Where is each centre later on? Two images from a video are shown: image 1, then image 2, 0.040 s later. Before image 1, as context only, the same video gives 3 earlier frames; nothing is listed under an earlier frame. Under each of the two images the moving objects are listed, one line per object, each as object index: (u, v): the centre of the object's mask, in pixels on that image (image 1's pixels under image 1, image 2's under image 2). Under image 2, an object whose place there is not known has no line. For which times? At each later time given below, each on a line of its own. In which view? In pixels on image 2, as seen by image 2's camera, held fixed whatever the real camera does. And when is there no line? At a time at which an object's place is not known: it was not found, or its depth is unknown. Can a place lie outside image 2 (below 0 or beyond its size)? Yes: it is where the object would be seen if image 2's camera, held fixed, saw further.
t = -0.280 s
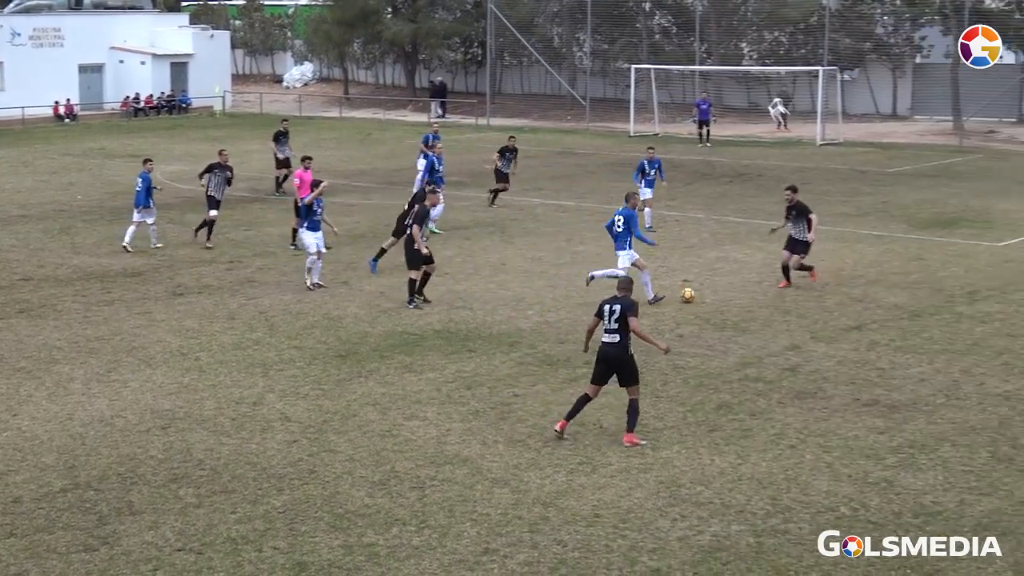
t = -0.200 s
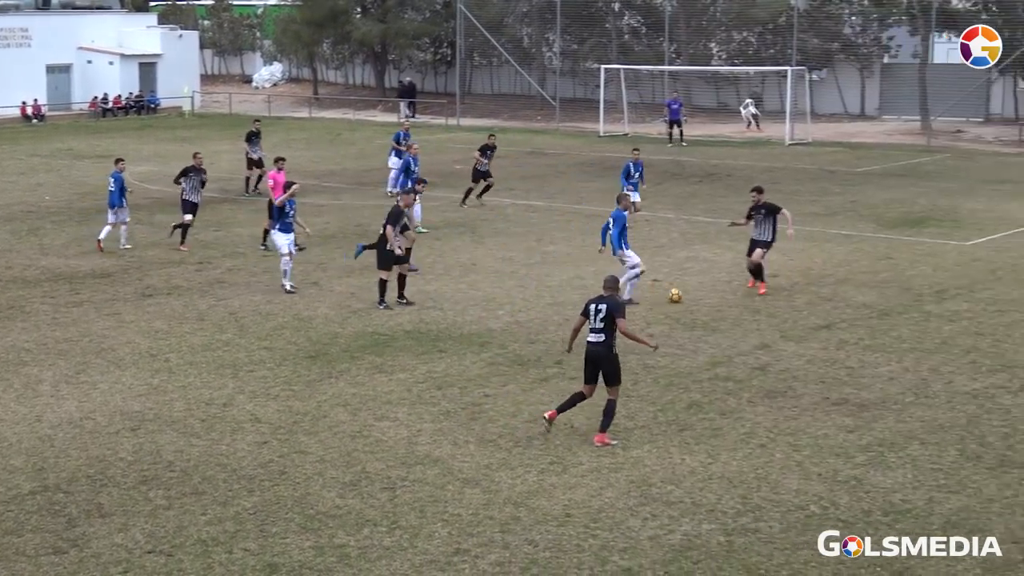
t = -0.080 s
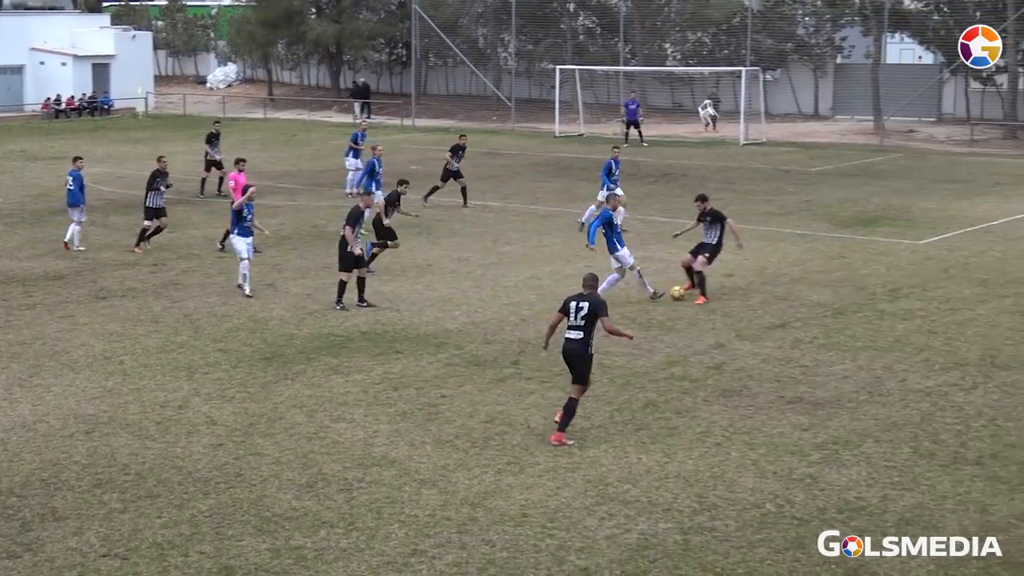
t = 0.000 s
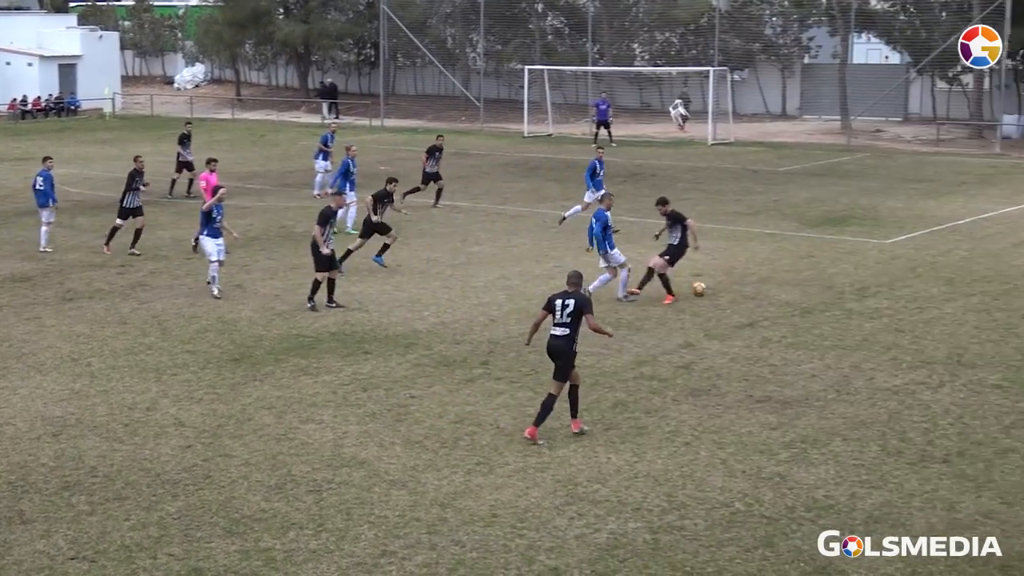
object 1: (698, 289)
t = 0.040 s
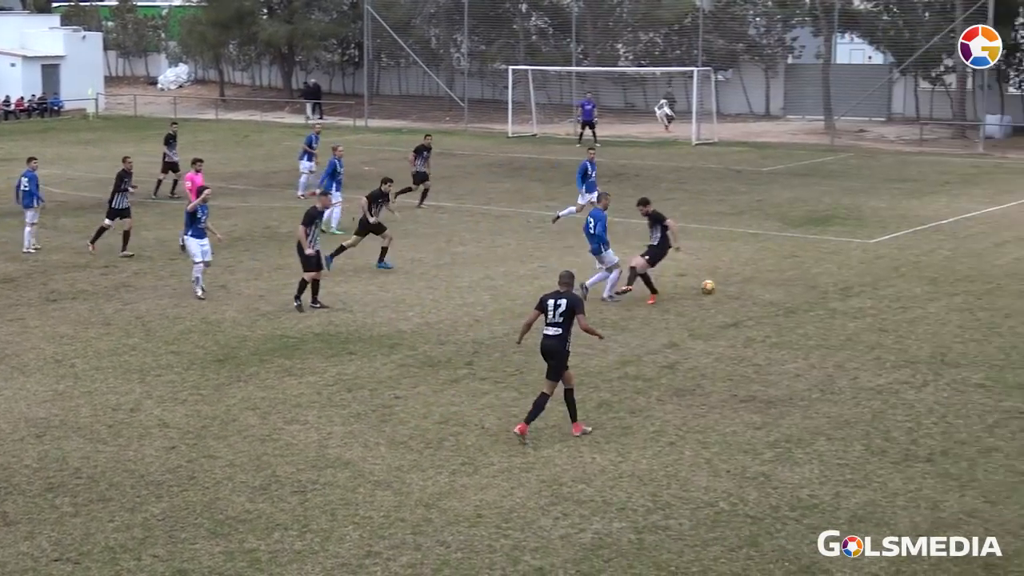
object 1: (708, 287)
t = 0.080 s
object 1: (730, 285)
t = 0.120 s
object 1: (750, 284)
